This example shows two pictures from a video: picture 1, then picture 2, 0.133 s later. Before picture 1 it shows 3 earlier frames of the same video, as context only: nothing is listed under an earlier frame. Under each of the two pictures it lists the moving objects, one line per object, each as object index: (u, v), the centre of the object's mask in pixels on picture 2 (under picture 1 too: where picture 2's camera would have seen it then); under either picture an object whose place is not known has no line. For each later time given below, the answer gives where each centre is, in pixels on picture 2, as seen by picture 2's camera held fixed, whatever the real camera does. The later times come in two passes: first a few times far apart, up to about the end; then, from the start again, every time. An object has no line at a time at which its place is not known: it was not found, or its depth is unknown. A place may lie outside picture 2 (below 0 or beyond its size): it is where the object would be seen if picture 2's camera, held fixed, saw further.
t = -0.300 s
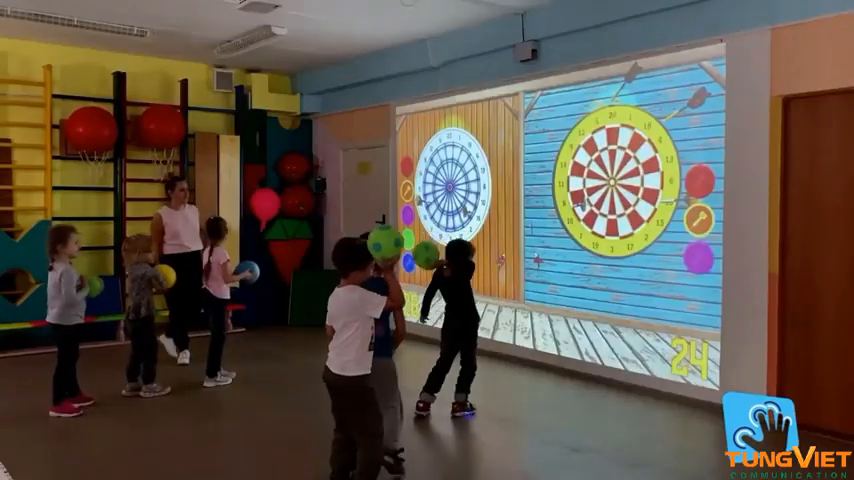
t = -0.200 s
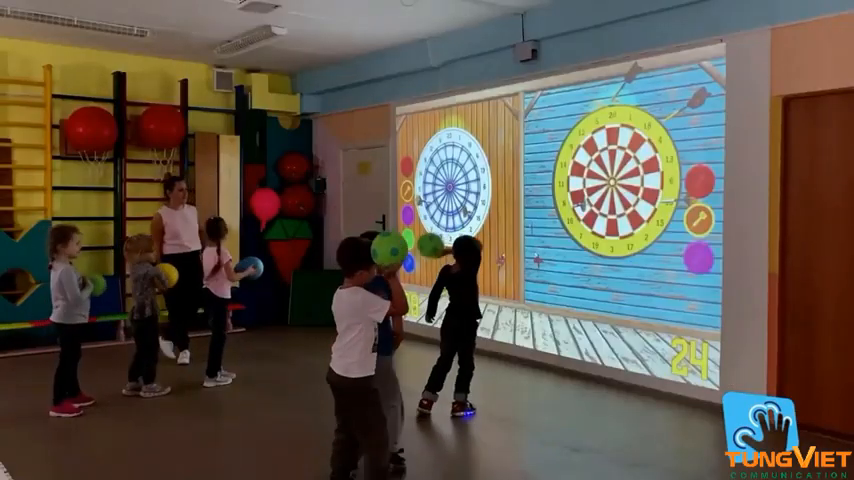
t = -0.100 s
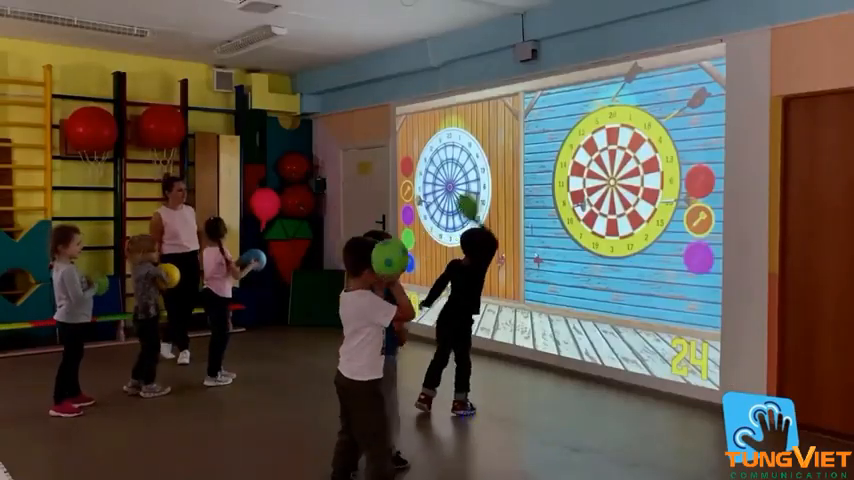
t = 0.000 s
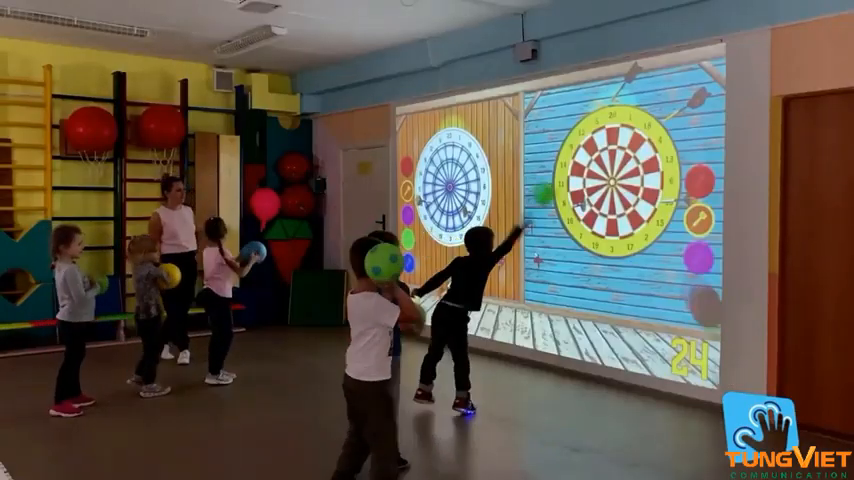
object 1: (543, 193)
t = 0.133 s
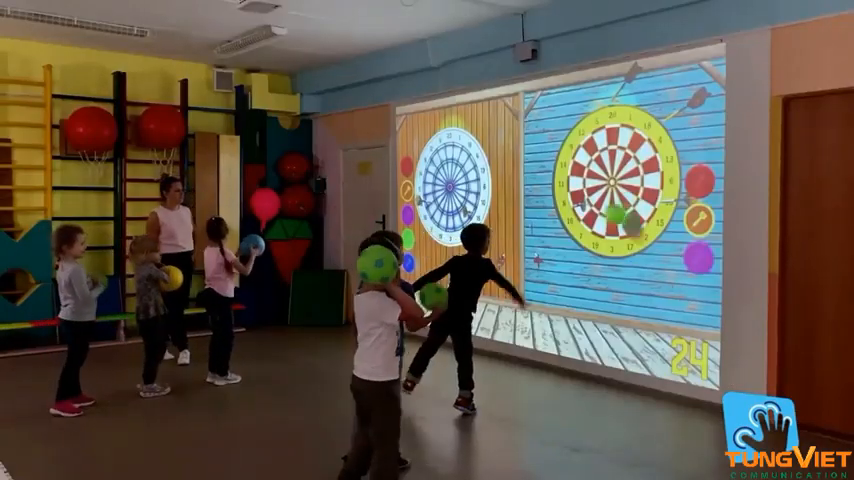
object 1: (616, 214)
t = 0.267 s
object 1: (555, 257)
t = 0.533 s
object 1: (419, 425)
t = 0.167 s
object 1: (601, 222)
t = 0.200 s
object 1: (586, 232)
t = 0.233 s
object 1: (571, 244)
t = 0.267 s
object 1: (555, 257)
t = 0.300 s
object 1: (540, 273)
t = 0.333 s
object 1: (525, 290)
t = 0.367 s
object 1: (509, 309)
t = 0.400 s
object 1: (491, 331)
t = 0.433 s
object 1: (472, 357)
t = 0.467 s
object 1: (456, 383)
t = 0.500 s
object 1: (434, 416)
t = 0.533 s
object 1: (419, 425)
